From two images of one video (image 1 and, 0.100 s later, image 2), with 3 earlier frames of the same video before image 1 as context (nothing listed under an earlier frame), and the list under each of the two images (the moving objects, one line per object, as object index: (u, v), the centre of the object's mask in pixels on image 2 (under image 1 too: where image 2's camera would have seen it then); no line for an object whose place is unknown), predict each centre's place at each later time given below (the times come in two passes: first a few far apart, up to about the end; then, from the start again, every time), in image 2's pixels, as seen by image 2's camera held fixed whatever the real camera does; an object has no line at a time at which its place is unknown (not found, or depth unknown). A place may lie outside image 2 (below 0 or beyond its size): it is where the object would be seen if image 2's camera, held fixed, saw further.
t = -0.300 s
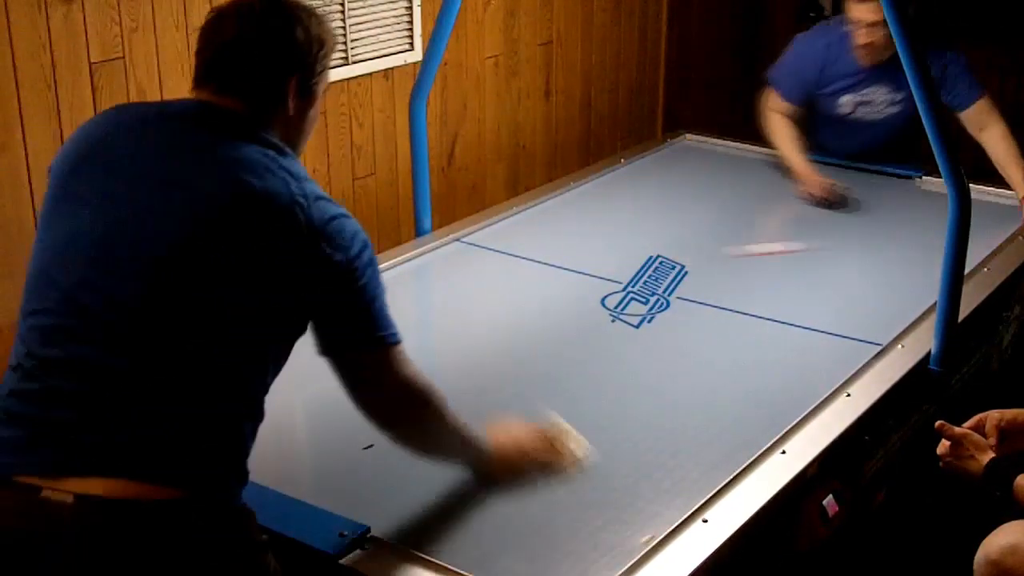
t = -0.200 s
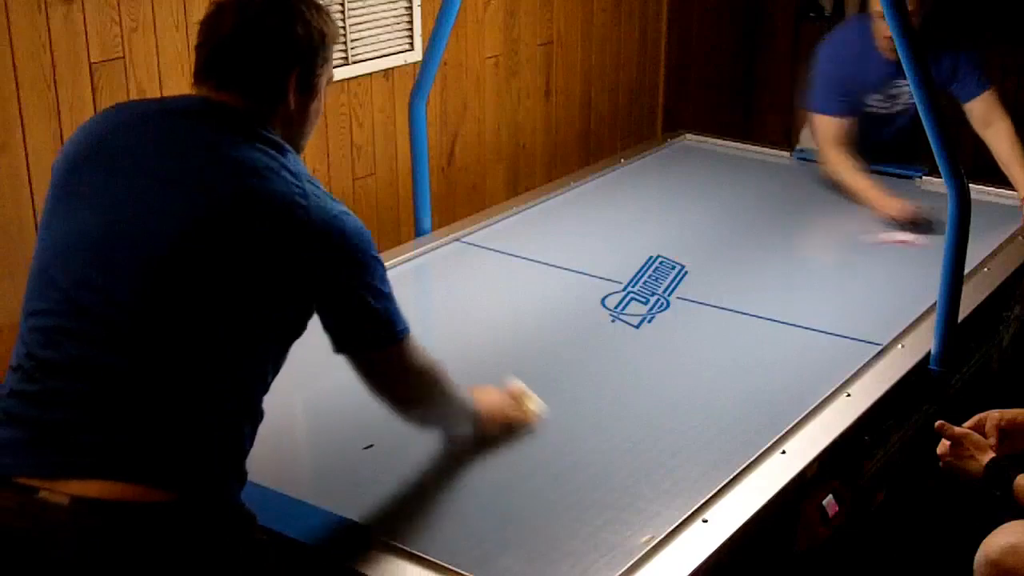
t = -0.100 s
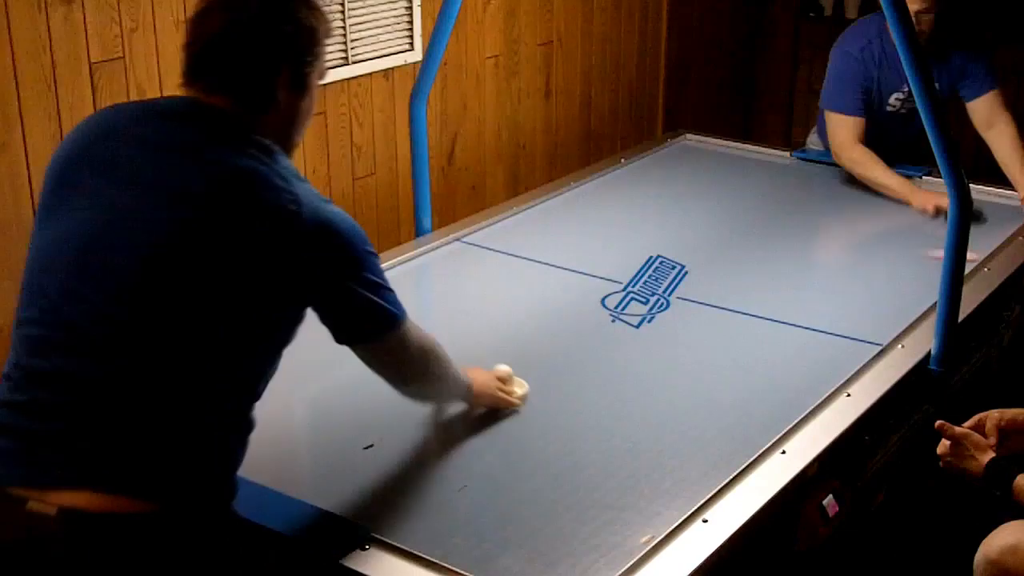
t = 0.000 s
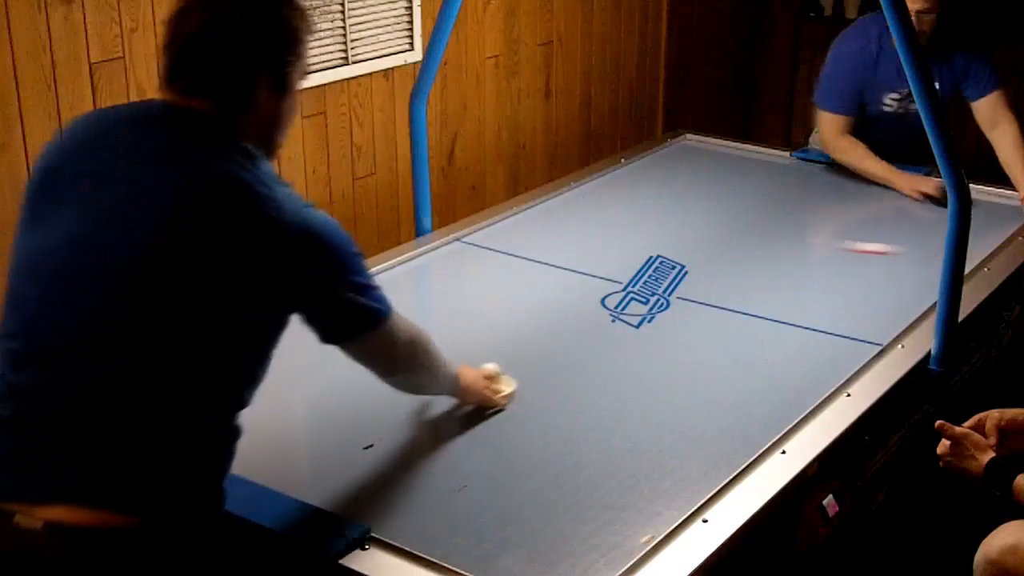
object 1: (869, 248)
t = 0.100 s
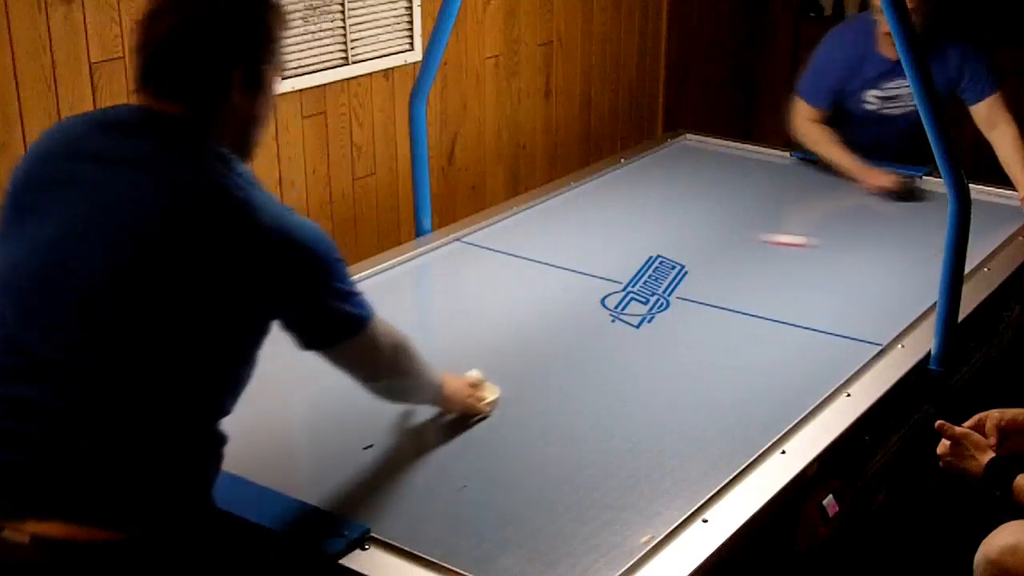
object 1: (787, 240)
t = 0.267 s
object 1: (652, 226)
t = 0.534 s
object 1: (583, 228)
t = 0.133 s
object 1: (758, 237)
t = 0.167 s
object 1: (732, 235)
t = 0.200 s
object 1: (707, 232)
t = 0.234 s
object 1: (680, 229)
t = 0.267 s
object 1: (652, 226)
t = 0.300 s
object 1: (629, 224)
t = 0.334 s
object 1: (605, 221)
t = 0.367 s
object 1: (580, 219)
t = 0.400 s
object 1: (554, 216)
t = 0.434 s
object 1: (542, 215)
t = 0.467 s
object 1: (553, 219)
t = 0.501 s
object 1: (567, 223)
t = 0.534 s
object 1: (583, 228)
